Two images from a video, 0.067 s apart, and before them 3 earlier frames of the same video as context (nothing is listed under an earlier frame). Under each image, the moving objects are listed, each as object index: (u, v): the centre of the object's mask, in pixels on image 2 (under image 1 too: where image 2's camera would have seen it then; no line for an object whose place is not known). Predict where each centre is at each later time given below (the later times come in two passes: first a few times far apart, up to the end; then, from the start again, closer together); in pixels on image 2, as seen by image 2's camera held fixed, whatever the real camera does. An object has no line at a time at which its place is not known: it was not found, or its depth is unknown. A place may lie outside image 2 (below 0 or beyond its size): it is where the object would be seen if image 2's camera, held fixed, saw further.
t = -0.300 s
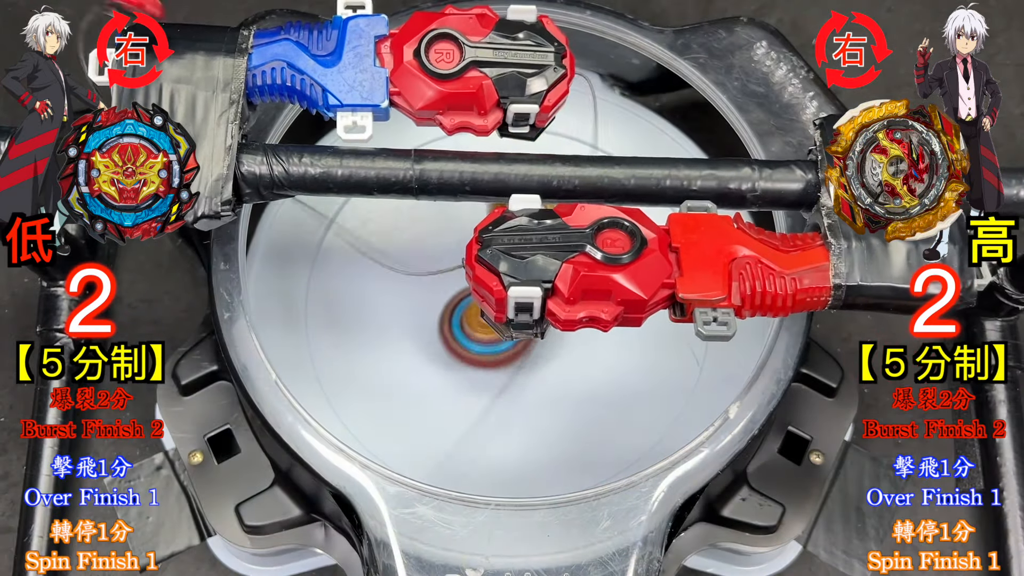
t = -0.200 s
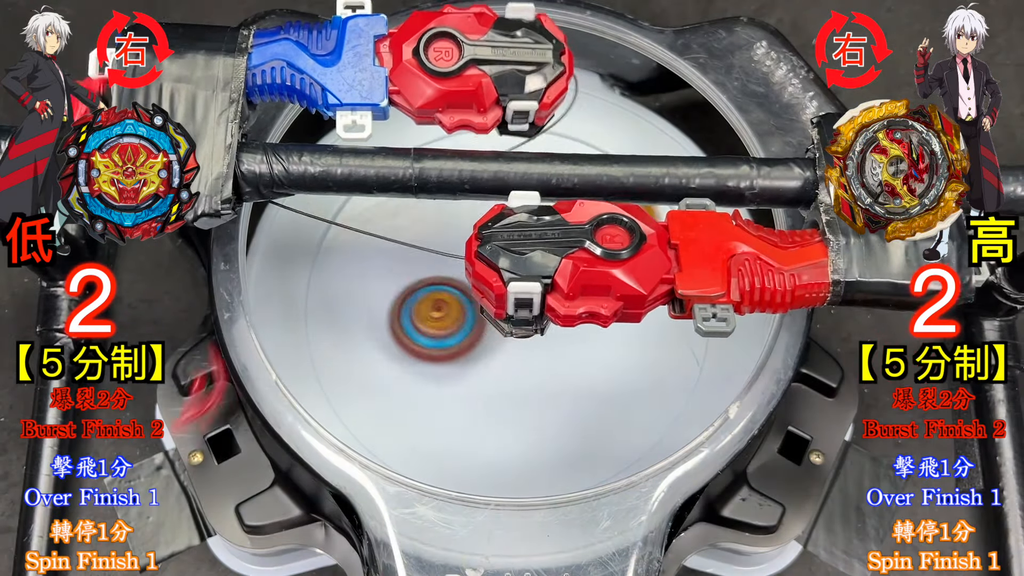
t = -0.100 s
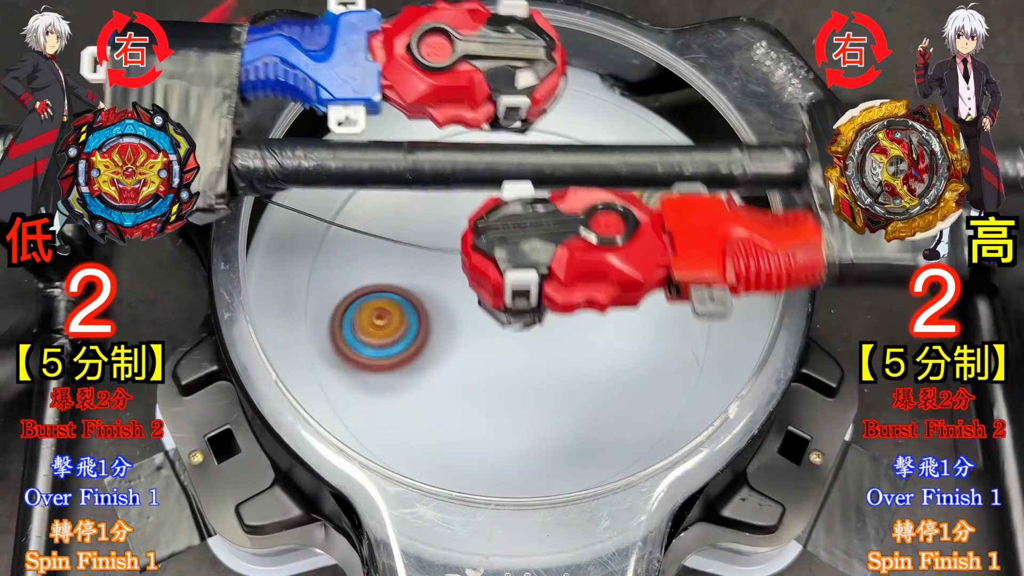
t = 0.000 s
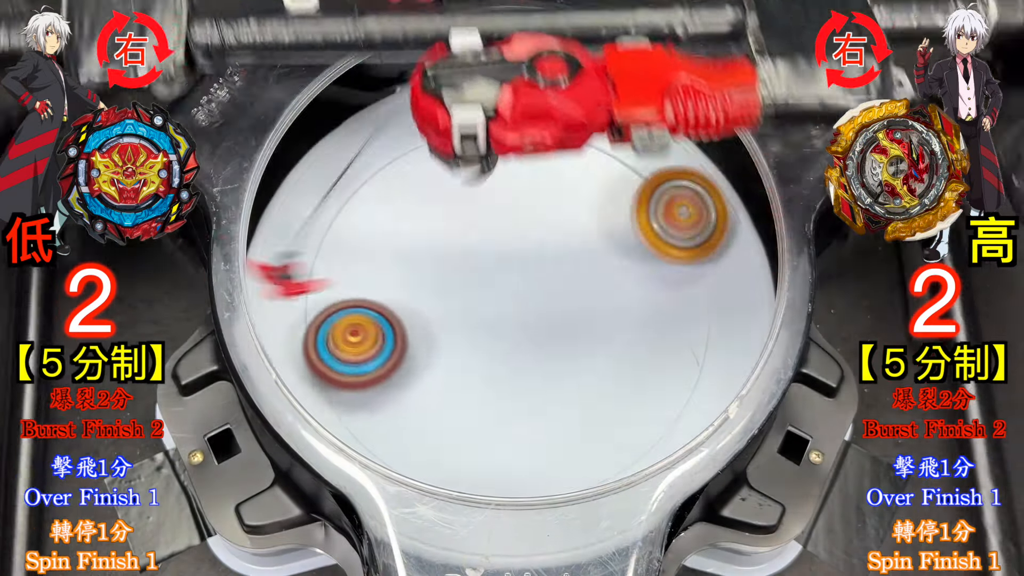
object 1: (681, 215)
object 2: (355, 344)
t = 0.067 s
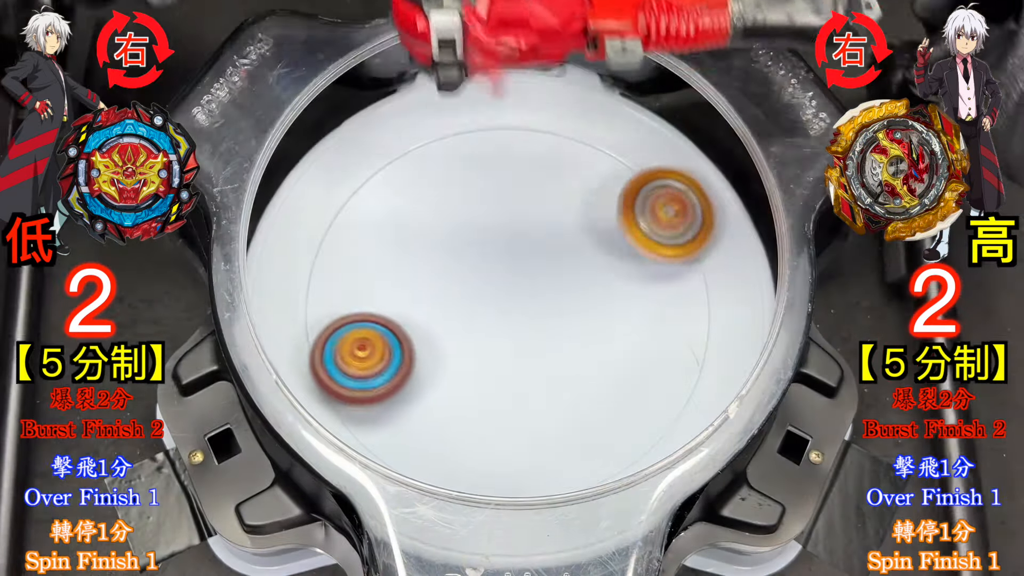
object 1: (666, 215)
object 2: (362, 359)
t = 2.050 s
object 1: (633, 195)
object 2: (566, 268)
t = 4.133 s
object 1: (643, 175)
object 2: (516, 196)
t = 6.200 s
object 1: (564, 205)
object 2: (545, 340)
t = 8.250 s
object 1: (576, 246)
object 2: (396, 340)
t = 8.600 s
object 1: (435, 208)
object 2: (557, 364)
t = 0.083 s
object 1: (661, 215)
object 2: (367, 363)
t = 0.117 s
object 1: (644, 217)
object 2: (379, 371)
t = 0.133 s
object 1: (634, 217)
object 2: (387, 374)
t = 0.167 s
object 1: (612, 221)
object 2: (405, 382)
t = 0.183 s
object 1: (600, 222)
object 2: (416, 386)
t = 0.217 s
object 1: (575, 227)
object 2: (438, 391)
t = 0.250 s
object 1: (550, 230)
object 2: (464, 392)
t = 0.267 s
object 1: (537, 231)
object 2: (477, 391)
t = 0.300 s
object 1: (511, 236)
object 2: (502, 386)
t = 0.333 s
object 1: (488, 239)
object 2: (526, 375)
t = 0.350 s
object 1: (477, 241)
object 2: (538, 370)
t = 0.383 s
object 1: (459, 244)
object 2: (557, 354)
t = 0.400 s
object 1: (451, 245)
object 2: (565, 346)
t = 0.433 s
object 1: (440, 249)
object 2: (580, 326)
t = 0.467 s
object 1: (432, 253)
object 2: (591, 305)
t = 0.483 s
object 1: (431, 256)
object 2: (594, 293)
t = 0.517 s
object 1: (429, 262)
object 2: (597, 270)
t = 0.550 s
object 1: (433, 270)
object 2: (594, 245)
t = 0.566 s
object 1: (436, 275)
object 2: (589, 232)
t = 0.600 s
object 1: (447, 282)
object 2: (574, 205)
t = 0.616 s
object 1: (452, 286)
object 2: (562, 191)
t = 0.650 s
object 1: (468, 292)
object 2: (533, 165)
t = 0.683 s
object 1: (485, 296)
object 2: (493, 140)
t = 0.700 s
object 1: (494, 297)
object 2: (470, 130)
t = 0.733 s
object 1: (512, 299)
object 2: (420, 112)
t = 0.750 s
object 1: (521, 297)
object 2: (396, 107)
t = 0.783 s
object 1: (539, 295)
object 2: (350, 127)
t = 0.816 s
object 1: (555, 289)
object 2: (316, 152)
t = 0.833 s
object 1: (562, 286)
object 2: (301, 169)
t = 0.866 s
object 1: (574, 278)
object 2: (260, 203)
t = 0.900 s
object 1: (584, 269)
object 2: (264, 196)
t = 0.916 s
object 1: (587, 265)
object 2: (272, 181)
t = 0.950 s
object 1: (594, 256)
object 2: (301, 163)
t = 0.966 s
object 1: (595, 251)
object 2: (310, 153)
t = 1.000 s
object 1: (597, 240)
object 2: (330, 137)
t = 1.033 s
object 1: (595, 230)
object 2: (353, 127)
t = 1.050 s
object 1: (592, 224)
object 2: (367, 123)
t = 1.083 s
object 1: (587, 214)
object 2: (395, 122)
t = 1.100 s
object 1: (582, 209)
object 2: (410, 121)
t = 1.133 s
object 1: (571, 200)
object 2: (437, 124)
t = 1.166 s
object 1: (557, 193)
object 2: (464, 134)
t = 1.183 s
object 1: (554, 194)
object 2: (471, 134)
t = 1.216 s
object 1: (578, 223)
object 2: (456, 116)
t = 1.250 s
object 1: (598, 252)
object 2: (441, 106)
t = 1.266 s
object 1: (608, 266)
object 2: (434, 105)
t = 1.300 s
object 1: (624, 293)
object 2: (419, 102)
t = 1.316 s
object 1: (631, 305)
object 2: (414, 108)
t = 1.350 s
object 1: (643, 329)
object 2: (405, 120)
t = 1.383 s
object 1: (652, 352)
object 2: (397, 136)
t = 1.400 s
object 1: (654, 360)
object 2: (394, 146)
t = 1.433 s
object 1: (658, 377)
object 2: (389, 169)
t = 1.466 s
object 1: (657, 391)
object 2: (386, 195)
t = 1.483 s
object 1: (655, 396)
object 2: (387, 210)
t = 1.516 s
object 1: (650, 401)
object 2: (389, 241)
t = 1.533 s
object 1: (647, 403)
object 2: (390, 257)
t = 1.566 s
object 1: (637, 404)
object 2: (400, 289)
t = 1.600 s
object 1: (622, 397)
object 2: (415, 319)
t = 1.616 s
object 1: (615, 393)
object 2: (423, 331)
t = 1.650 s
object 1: (599, 382)
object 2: (445, 357)
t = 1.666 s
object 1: (590, 377)
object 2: (457, 366)
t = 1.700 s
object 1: (585, 364)
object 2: (472, 380)
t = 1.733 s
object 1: (609, 349)
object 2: (466, 386)
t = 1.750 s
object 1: (621, 340)
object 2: (465, 387)
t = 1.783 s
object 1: (643, 324)
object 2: (465, 386)
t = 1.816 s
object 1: (661, 304)
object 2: (471, 382)
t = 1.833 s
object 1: (668, 295)
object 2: (475, 378)
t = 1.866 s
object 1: (682, 275)
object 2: (485, 369)
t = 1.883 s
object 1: (687, 265)
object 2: (492, 362)
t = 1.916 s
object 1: (694, 245)
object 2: (506, 348)
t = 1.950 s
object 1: (689, 226)
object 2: (522, 333)
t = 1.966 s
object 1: (681, 218)
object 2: (530, 323)
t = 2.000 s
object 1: (664, 208)
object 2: (546, 303)
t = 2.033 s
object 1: (644, 198)
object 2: (561, 280)
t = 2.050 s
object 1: (633, 195)
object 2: (566, 268)
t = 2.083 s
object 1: (630, 176)
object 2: (558, 254)
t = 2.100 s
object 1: (631, 166)
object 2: (550, 249)
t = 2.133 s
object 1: (626, 158)
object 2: (533, 239)
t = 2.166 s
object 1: (600, 169)
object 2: (517, 228)
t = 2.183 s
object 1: (594, 173)
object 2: (501, 225)
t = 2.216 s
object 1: (604, 171)
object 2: (451, 229)
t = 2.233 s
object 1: (608, 170)
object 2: (428, 231)
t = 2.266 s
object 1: (615, 171)
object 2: (386, 237)
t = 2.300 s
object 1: (619, 174)
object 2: (350, 245)
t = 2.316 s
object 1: (620, 177)
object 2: (334, 250)
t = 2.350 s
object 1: (620, 183)
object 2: (313, 262)
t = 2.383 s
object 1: (618, 192)
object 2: (300, 281)
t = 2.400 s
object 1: (616, 198)
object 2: (298, 289)
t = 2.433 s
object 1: (610, 210)
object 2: (298, 309)
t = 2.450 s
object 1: (607, 216)
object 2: (300, 318)
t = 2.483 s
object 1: (598, 231)
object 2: (308, 337)
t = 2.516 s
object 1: (589, 246)
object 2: (322, 356)
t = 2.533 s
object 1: (584, 254)
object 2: (332, 367)
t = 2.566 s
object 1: (574, 271)
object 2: (365, 384)
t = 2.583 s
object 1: (569, 278)
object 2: (386, 389)
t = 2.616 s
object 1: (558, 295)
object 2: (428, 398)
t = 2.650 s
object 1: (548, 312)
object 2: (469, 401)
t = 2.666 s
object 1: (544, 319)
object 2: (490, 401)
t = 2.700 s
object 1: (545, 320)
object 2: (519, 409)
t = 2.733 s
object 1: (559, 307)
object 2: (535, 431)
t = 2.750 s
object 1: (566, 300)
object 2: (545, 437)
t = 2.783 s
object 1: (579, 288)
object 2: (566, 444)
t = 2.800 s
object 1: (585, 283)
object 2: (577, 444)
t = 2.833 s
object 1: (595, 275)
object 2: (600, 437)
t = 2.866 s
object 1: (605, 269)
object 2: (624, 423)
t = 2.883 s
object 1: (609, 267)
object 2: (635, 413)
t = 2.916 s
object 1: (615, 264)
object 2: (654, 388)
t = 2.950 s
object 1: (620, 264)
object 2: (668, 361)
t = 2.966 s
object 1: (621, 264)
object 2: (672, 344)
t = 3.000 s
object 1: (619, 251)
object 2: (681, 332)
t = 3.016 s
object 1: (616, 245)
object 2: (685, 329)
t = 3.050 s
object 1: (609, 233)
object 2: (684, 318)
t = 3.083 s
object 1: (600, 227)
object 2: (680, 306)
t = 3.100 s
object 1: (596, 225)
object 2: (677, 300)
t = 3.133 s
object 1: (585, 225)
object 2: (664, 288)
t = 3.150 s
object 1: (578, 224)
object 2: (658, 283)
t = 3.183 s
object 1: (560, 222)
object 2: (646, 277)
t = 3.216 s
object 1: (541, 224)
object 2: (632, 272)
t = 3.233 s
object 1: (532, 226)
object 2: (622, 269)
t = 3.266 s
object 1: (515, 234)
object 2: (603, 265)
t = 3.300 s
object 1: (495, 240)
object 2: (586, 264)
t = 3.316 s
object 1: (485, 244)
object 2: (577, 265)
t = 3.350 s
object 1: (465, 254)
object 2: (558, 267)
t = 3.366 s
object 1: (457, 261)
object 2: (549, 269)
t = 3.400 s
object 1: (430, 273)
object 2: (544, 276)
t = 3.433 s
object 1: (401, 286)
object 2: (545, 285)
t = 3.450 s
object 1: (388, 293)
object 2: (546, 290)
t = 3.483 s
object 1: (365, 310)
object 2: (547, 301)
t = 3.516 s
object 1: (348, 329)
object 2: (549, 311)
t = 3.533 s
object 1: (342, 339)
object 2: (550, 315)
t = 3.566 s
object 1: (345, 357)
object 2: (555, 324)
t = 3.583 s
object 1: (353, 366)
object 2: (556, 328)
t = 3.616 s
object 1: (374, 383)
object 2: (560, 334)
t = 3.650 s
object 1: (401, 400)
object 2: (565, 339)
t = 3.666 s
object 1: (419, 407)
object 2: (568, 340)
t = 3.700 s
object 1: (456, 417)
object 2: (573, 342)
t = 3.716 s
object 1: (477, 421)
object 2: (575, 342)
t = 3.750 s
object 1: (523, 425)
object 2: (578, 340)
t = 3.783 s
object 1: (566, 429)
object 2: (585, 330)
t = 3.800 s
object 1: (584, 433)
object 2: (592, 318)
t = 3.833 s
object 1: (617, 434)
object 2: (605, 292)
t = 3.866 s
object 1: (647, 430)
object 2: (611, 269)
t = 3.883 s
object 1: (661, 425)
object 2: (612, 258)
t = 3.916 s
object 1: (678, 409)
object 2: (611, 239)
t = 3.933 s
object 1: (684, 399)
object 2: (608, 231)
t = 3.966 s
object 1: (694, 373)
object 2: (601, 215)
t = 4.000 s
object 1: (695, 338)
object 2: (590, 204)
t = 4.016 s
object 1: (694, 319)
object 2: (583, 200)
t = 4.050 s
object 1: (687, 277)
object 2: (566, 194)
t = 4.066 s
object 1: (681, 258)
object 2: (557, 192)
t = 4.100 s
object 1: (665, 215)
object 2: (536, 192)
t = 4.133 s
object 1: (643, 175)
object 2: (516, 196)
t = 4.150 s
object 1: (631, 154)
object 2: (505, 199)
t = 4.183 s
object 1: (603, 116)
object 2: (485, 207)
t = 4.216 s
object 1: (562, 96)
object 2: (466, 219)
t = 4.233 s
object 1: (538, 97)
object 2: (459, 225)
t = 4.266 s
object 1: (491, 94)
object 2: (446, 239)
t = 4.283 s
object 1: (467, 96)
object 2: (441, 247)
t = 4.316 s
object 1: (425, 103)
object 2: (430, 264)
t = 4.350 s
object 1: (386, 124)
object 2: (423, 282)
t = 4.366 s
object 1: (369, 136)
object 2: (421, 292)
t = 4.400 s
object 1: (334, 159)
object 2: (419, 314)
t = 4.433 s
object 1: (307, 184)
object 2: (420, 334)
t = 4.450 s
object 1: (298, 198)
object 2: (422, 343)
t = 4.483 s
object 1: (282, 222)
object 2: (429, 359)
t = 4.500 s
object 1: (280, 234)
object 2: (433, 365)
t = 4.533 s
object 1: (298, 249)
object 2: (442, 375)
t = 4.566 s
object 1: (332, 268)
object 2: (454, 381)
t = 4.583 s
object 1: (349, 278)
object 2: (461, 382)
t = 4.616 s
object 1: (386, 295)
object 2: (476, 382)
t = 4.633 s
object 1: (405, 302)
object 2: (485, 382)
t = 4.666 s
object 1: (434, 299)
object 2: (516, 396)
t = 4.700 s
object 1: (448, 279)
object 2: (558, 421)
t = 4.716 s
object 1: (454, 270)
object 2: (579, 431)
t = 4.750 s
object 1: (465, 253)
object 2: (615, 439)
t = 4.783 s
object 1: (474, 240)
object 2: (644, 433)
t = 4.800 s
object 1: (478, 235)
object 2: (655, 430)
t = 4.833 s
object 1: (485, 226)
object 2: (670, 419)
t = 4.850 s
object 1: (487, 221)
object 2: (674, 411)
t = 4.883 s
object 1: (492, 217)
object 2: (680, 393)
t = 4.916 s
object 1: (496, 214)
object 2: (680, 373)
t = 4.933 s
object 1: (498, 214)
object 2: (674, 358)
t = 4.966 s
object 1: (501, 213)
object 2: (661, 329)
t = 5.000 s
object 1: (504, 213)
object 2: (645, 300)
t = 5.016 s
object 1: (506, 214)
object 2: (636, 287)
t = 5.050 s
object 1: (509, 216)
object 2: (616, 261)
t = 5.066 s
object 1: (510, 217)
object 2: (606, 250)
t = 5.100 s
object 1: (508, 215)
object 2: (592, 233)
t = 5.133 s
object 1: (500, 201)
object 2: (587, 231)
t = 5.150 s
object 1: (497, 195)
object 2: (584, 232)
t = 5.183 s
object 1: (492, 185)
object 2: (578, 238)
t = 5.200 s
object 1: (489, 182)
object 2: (575, 238)
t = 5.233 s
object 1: (488, 178)
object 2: (568, 245)
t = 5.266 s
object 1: (489, 177)
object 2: (559, 250)
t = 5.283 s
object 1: (490, 177)
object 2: (553, 254)
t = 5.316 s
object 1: (493, 180)
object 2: (541, 261)
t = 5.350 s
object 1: (497, 185)
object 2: (531, 270)
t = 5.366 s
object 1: (500, 188)
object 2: (527, 275)
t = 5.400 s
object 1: (504, 193)
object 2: (519, 288)
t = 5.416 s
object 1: (506, 196)
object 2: (516, 294)
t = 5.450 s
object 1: (511, 204)
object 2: (513, 305)
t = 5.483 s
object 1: (516, 213)
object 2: (510, 315)
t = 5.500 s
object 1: (519, 217)
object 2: (509, 320)
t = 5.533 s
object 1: (524, 228)
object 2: (509, 330)
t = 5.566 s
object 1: (530, 240)
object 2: (511, 341)
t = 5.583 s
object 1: (534, 247)
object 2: (512, 346)
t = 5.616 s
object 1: (543, 259)
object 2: (517, 354)
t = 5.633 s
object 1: (547, 265)
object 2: (520, 358)
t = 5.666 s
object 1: (558, 277)
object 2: (526, 364)
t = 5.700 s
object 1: (572, 287)
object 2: (534, 369)
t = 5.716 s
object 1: (579, 290)
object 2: (536, 372)
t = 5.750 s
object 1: (597, 295)
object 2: (539, 380)
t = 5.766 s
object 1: (606, 295)
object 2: (539, 383)
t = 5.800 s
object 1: (622, 294)
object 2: (540, 386)
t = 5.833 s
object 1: (637, 291)
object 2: (543, 387)
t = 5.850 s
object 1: (643, 287)
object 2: (545, 387)
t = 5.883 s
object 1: (651, 280)
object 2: (549, 384)
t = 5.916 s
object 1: (654, 270)
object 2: (552, 380)
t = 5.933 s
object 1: (654, 265)
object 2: (553, 379)
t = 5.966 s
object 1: (650, 253)
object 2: (557, 375)
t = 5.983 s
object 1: (646, 247)
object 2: (560, 372)
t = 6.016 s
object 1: (636, 236)
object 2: (565, 367)
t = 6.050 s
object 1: (624, 227)
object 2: (568, 361)
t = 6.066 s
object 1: (617, 222)
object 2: (569, 359)
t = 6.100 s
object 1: (604, 216)
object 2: (568, 355)
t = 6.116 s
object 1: (597, 212)
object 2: (566, 353)
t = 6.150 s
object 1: (584, 209)
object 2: (561, 348)
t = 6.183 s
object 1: (570, 206)
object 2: (551, 342)
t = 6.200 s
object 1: (564, 205)
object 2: (545, 340)
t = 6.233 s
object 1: (552, 204)
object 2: (532, 337)
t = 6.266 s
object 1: (540, 205)
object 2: (520, 334)
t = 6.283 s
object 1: (535, 205)
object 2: (513, 332)
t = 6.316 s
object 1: (524, 207)
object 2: (499, 330)
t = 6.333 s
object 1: (520, 208)
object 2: (492, 331)
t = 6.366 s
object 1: (511, 211)
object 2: (479, 331)
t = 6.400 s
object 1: (504, 214)
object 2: (468, 332)
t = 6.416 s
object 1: (501, 216)
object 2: (462, 333)
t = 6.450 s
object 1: (496, 219)
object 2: (451, 337)
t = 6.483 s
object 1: (491, 221)
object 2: (444, 342)
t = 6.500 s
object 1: (490, 222)
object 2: (442, 345)
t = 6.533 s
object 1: (488, 224)
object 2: (438, 351)
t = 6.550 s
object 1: (488, 225)
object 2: (436, 354)
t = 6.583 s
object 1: (487, 226)
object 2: (436, 361)
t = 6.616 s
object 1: (487, 227)
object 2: (440, 365)
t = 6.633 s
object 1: (487, 228)
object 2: (444, 366)
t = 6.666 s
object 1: (487, 229)
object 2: (451, 366)
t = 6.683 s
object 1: (488, 231)
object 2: (454, 366)
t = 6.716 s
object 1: (488, 231)
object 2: (462, 366)
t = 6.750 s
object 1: (489, 234)
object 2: (470, 362)
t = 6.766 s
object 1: (488, 235)
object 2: (474, 360)
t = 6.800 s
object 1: (489, 237)
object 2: (479, 358)
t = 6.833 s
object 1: (489, 240)
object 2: (483, 355)
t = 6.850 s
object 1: (489, 241)
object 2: (484, 352)
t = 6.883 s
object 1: (491, 246)
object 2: (483, 344)
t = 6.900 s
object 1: (491, 247)
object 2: (482, 342)
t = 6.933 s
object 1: (497, 235)
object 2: (474, 351)
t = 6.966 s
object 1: (502, 229)
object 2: (468, 353)
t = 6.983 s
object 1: (503, 226)
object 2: (464, 353)
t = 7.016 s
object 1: (506, 226)
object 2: (458, 351)
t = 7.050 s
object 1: (506, 228)
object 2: (456, 346)
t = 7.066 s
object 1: (508, 229)
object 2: (455, 343)
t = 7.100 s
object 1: (507, 233)
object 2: (453, 336)
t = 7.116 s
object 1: (507, 236)
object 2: (454, 333)
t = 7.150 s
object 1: (506, 240)
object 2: (458, 325)
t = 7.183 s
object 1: (513, 237)
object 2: (455, 326)
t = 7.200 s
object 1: (518, 232)
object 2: (452, 330)
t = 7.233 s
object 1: (528, 225)
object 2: (449, 333)
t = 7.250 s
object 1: (531, 222)
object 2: (448, 333)
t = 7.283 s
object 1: (537, 220)
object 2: (449, 335)
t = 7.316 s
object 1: (539, 221)
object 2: (454, 334)
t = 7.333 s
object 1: (540, 221)
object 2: (455, 333)
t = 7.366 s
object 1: (541, 224)
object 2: (459, 333)
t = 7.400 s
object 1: (542, 227)
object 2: (465, 331)
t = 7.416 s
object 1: (542, 228)
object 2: (467, 329)
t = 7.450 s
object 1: (543, 231)
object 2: (471, 329)
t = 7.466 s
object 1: (542, 233)
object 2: (474, 328)
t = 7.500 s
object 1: (542, 237)
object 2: (477, 325)
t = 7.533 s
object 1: (543, 242)
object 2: (480, 324)
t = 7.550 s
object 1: (542, 245)
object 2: (482, 324)
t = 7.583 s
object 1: (547, 247)
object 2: (477, 325)
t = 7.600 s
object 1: (555, 243)
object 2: (470, 330)
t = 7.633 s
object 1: (567, 240)
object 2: (458, 338)
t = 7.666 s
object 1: (575, 239)
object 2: (447, 341)
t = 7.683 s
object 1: (577, 240)
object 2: (443, 342)
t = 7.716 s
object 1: (577, 243)
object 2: (438, 340)
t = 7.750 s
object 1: (576, 247)
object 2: (434, 336)
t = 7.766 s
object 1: (574, 248)
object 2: (435, 334)
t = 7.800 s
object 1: (572, 252)
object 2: (437, 326)
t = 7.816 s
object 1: (571, 255)
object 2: (438, 323)
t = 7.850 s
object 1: (567, 260)
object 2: (446, 317)
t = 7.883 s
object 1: (564, 266)
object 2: (453, 310)
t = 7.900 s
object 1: (562, 269)
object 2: (458, 309)
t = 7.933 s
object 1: (573, 274)
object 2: (454, 306)
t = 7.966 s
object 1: (637, 271)
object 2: (397, 308)
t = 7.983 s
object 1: (668, 265)
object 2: (370, 306)
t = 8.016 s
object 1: (722, 264)
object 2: (322, 304)
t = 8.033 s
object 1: (731, 265)
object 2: (306, 302)
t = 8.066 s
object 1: (736, 256)
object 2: (291, 303)
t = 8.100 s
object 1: (724, 253)
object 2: (293, 310)
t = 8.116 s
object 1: (706, 247)
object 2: (297, 312)
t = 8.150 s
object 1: (683, 243)
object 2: (313, 319)
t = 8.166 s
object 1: (666, 245)
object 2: (325, 325)
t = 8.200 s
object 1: (631, 240)
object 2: (353, 331)
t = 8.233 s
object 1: (597, 243)
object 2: (381, 339)
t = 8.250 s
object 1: (576, 246)
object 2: (396, 340)
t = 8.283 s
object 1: (545, 246)
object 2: (424, 346)
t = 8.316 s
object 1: (510, 255)
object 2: (451, 347)
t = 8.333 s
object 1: (491, 256)
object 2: (466, 349)
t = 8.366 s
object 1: (475, 241)
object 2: (480, 367)
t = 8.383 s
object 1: (467, 234)
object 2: (488, 378)
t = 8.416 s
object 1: (450, 222)
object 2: (502, 393)
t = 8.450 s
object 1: (443, 214)
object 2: (515, 399)
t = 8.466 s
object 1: (440, 211)
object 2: (522, 399)
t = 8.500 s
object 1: (436, 209)
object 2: (534, 393)
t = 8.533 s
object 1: (433, 207)
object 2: (546, 382)
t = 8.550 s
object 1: (433, 207)
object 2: (550, 378)
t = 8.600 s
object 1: (435, 208)
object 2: (557, 364)
